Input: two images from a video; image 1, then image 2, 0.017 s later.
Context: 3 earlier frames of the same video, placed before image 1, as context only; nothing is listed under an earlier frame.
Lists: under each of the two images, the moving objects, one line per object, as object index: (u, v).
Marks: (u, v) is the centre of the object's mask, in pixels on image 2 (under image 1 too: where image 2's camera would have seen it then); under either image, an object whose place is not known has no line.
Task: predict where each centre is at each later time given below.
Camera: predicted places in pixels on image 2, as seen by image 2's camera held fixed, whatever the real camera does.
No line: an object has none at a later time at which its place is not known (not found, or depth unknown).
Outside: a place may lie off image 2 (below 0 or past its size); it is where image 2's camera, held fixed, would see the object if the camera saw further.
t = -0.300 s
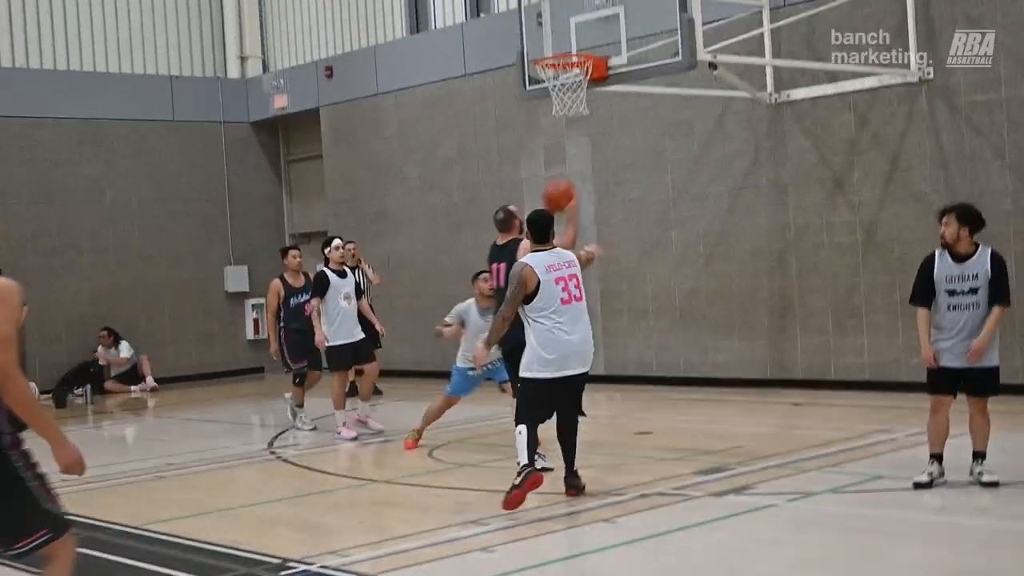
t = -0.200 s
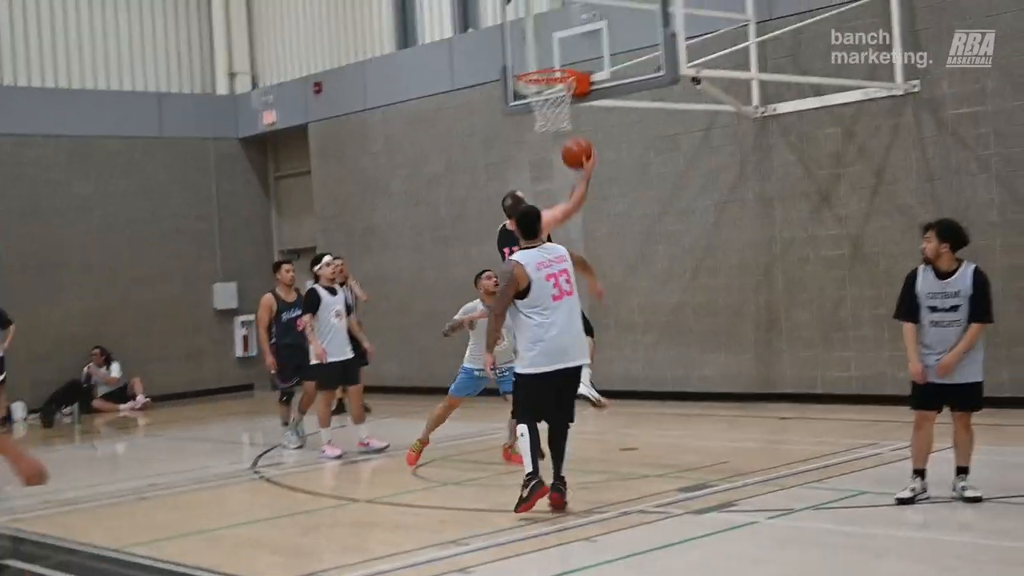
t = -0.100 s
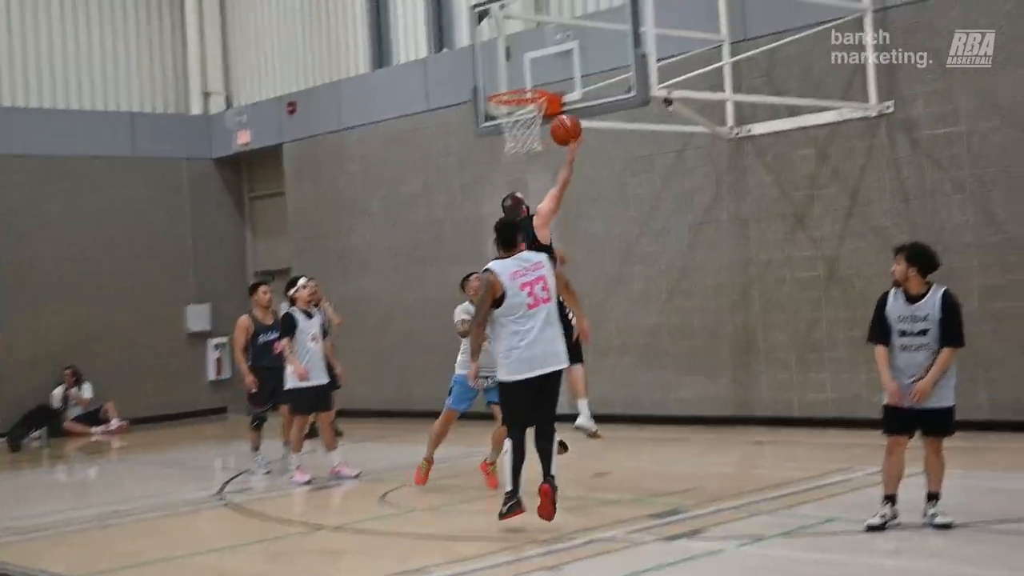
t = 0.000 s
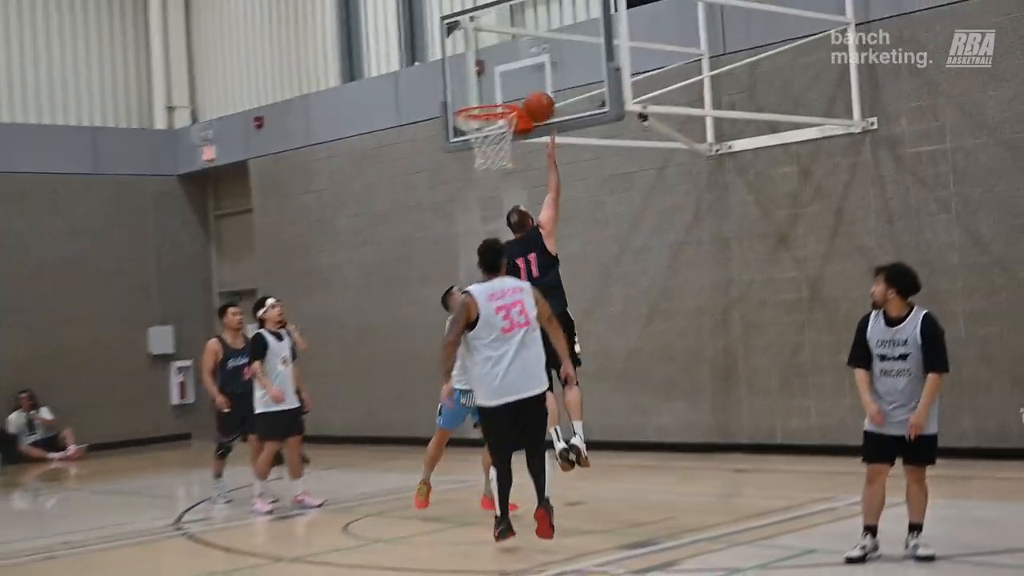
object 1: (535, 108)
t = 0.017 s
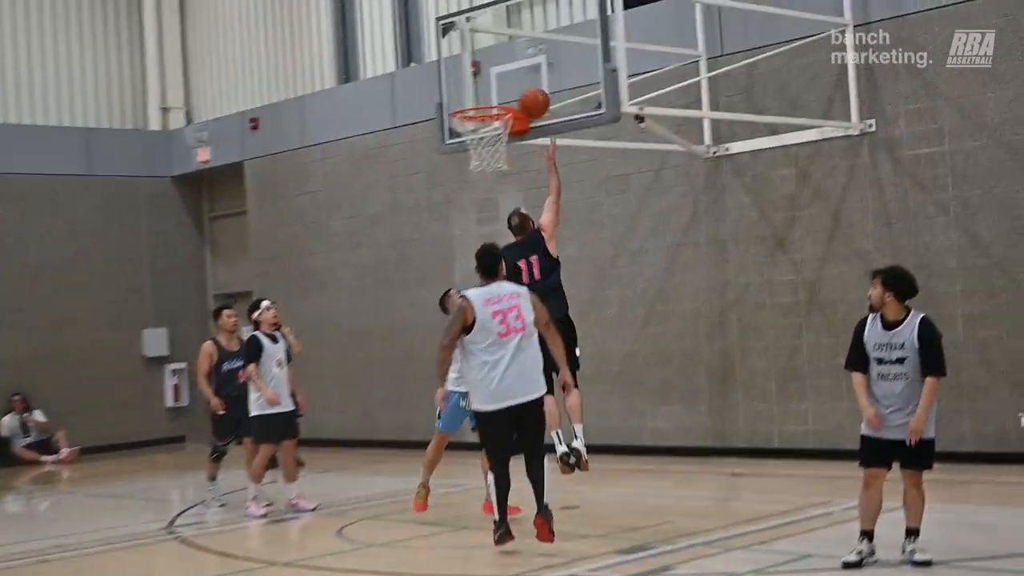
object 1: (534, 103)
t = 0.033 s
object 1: (533, 98)
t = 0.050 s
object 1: (532, 94)
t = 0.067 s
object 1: (532, 90)
